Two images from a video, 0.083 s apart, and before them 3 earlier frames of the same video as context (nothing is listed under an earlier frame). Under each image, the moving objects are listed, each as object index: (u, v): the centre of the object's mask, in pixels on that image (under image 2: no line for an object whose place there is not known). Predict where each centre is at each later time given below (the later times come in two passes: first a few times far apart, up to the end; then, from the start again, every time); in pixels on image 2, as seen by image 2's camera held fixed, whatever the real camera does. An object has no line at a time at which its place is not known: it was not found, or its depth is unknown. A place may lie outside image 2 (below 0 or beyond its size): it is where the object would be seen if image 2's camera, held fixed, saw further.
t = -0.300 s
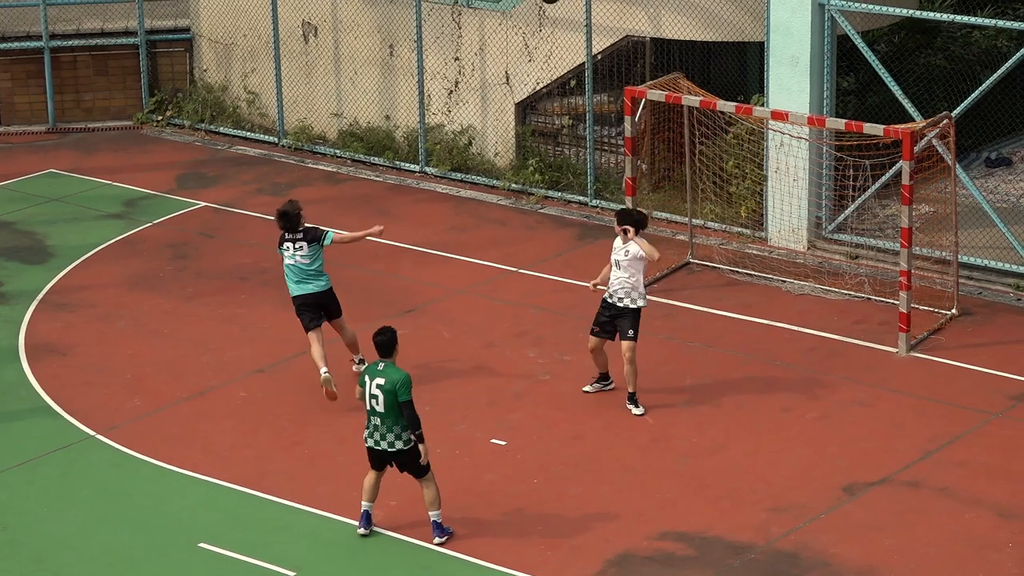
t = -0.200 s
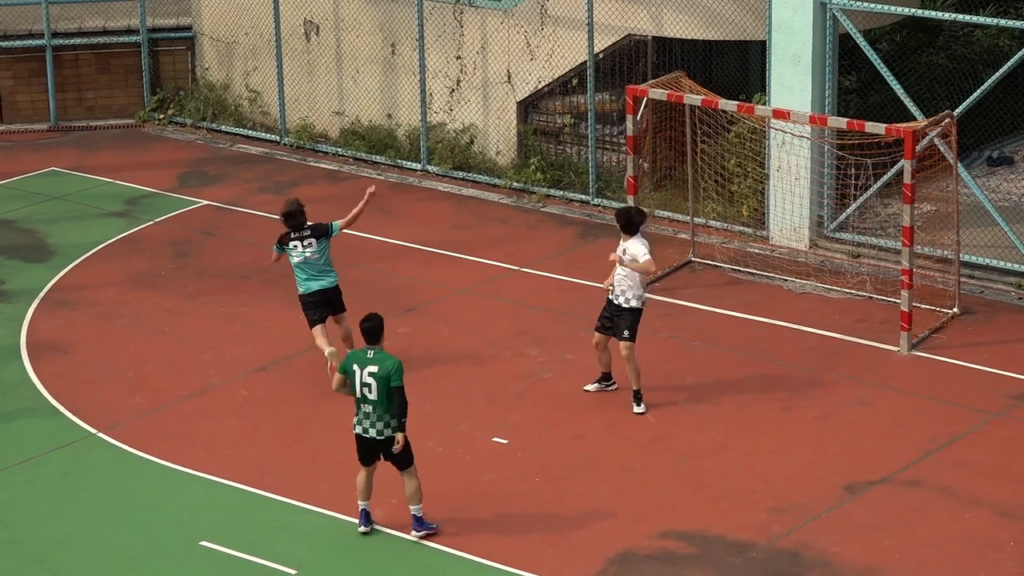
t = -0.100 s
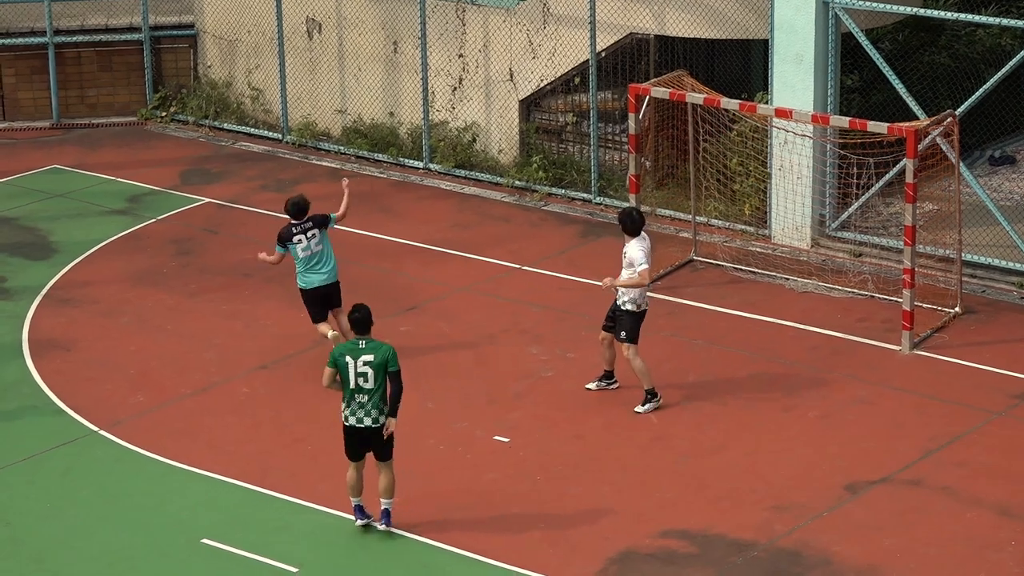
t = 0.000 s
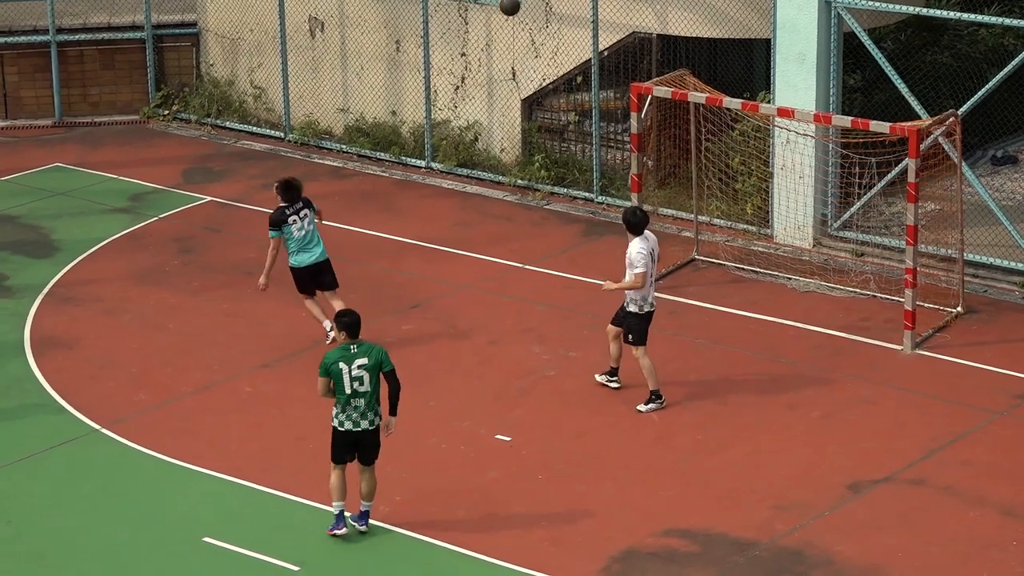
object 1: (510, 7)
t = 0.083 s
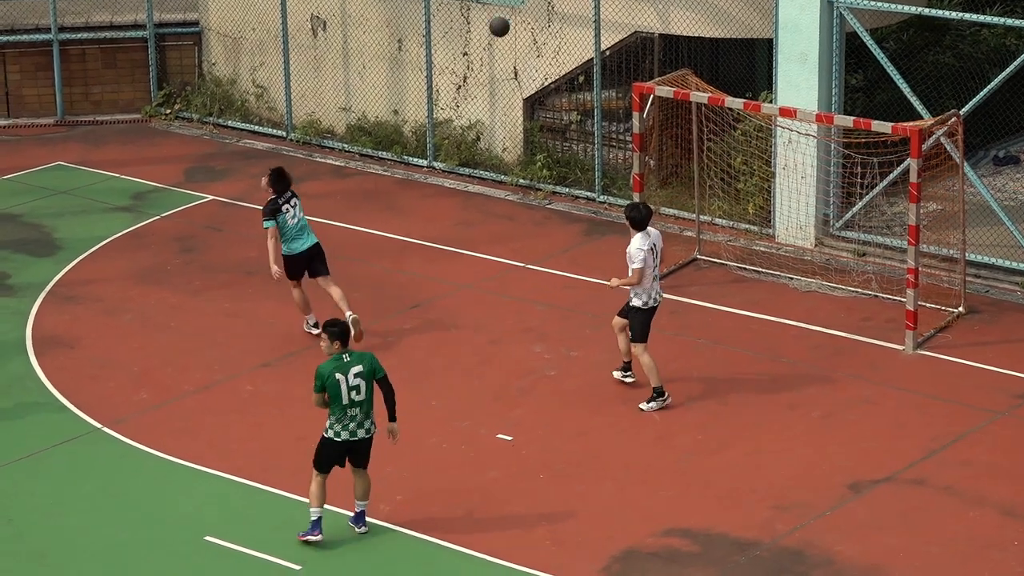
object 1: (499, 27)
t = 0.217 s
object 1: (480, 76)
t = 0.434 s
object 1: (450, 194)
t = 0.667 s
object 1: (424, 310)
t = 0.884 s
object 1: (422, 213)
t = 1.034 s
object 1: (422, 173)
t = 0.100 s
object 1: (497, 32)
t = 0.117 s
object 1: (494, 37)
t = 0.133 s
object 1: (492, 43)
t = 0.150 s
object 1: (490, 49)
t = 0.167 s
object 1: (487, 55)
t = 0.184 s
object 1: (485, 62)
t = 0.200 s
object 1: (482, 69)
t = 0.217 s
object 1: (480, 76)
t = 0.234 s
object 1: (478, 84)
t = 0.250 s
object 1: (475, 91)
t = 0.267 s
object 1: (473, 99)
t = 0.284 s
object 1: (471, 108)
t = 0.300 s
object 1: (468, 116)
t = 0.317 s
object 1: (466, 125)
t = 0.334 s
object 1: (464, 133)
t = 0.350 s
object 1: (462, 144)
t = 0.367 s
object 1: (461, 153)
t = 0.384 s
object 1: (457, 162)
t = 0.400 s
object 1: (455, 173)
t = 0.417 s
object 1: (452, 184)
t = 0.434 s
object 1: (450, 194)
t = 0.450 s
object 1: (448, 204)
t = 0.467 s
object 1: (446, 215)
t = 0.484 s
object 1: (443, 227)
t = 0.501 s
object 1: (441, 238)
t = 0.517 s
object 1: (439, 249)
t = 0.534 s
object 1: (437, 262)
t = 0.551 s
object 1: (434, 273)
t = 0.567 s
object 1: (432, 286)
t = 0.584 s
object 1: (430, 299)
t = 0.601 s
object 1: (427, 311)
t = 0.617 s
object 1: (425, 325)
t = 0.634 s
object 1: (425, 329)
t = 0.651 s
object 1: (424, 319)
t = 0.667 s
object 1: (424, 310)
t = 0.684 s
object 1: (424, 301)
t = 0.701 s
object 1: (423, 292)
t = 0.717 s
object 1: (423, 283)
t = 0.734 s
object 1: (423, 275)
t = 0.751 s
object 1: (423, 267)
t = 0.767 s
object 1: (423, 259)
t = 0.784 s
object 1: (423, 252)
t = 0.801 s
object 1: (423, 245)
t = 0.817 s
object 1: (423, 238)
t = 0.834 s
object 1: (422, 231)
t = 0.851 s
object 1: (422, 225)
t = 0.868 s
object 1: (422, 219)
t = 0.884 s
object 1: (422, 213)
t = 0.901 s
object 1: (422, 207)
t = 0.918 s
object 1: (422, 202)
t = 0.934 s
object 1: (422, 197)
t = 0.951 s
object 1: (422, 193)
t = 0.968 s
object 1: (422, 188)
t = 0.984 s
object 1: (422, 184)
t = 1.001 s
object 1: (422, 180)
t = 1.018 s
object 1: (422, 176)
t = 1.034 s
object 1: (422, 173)
